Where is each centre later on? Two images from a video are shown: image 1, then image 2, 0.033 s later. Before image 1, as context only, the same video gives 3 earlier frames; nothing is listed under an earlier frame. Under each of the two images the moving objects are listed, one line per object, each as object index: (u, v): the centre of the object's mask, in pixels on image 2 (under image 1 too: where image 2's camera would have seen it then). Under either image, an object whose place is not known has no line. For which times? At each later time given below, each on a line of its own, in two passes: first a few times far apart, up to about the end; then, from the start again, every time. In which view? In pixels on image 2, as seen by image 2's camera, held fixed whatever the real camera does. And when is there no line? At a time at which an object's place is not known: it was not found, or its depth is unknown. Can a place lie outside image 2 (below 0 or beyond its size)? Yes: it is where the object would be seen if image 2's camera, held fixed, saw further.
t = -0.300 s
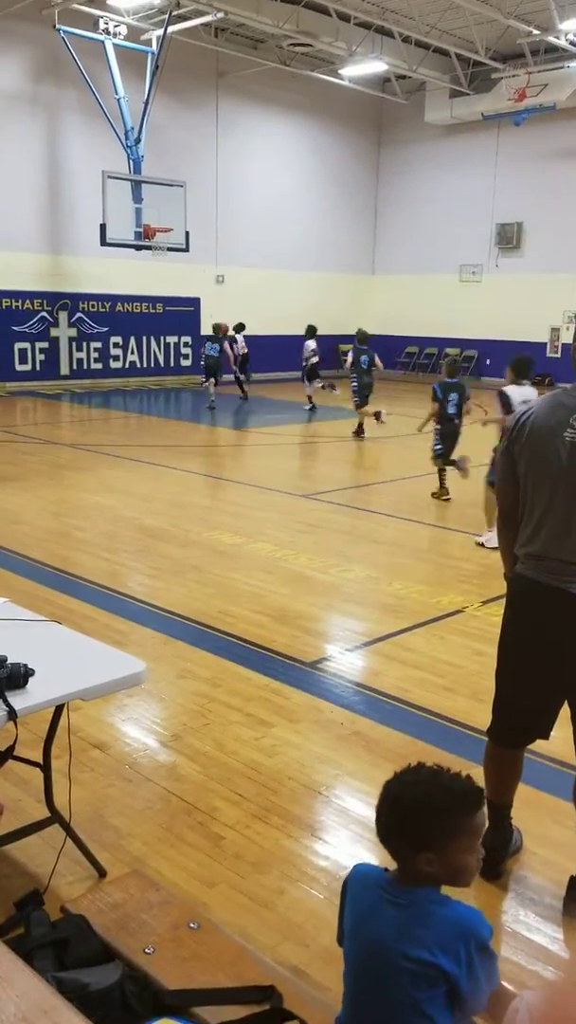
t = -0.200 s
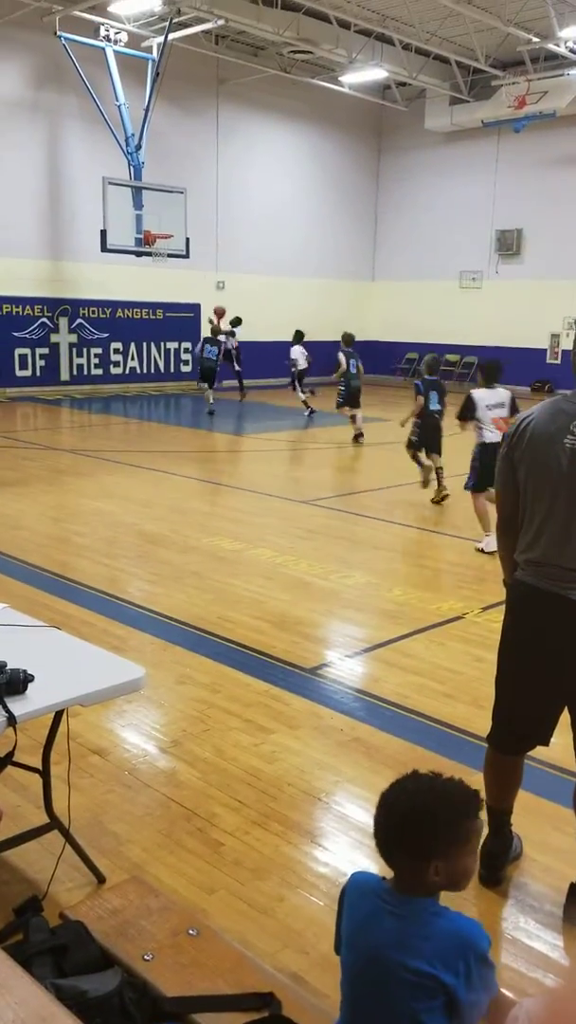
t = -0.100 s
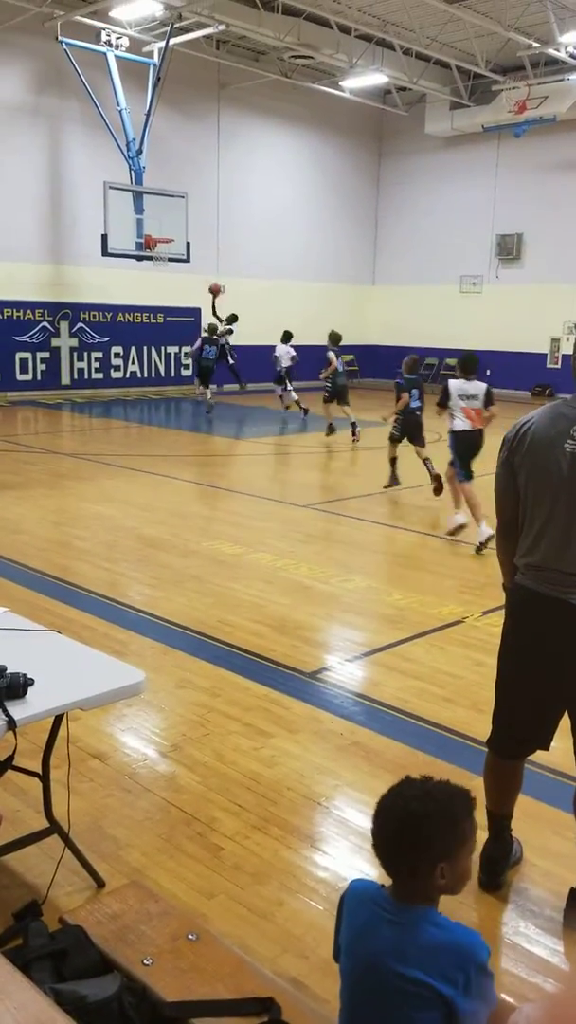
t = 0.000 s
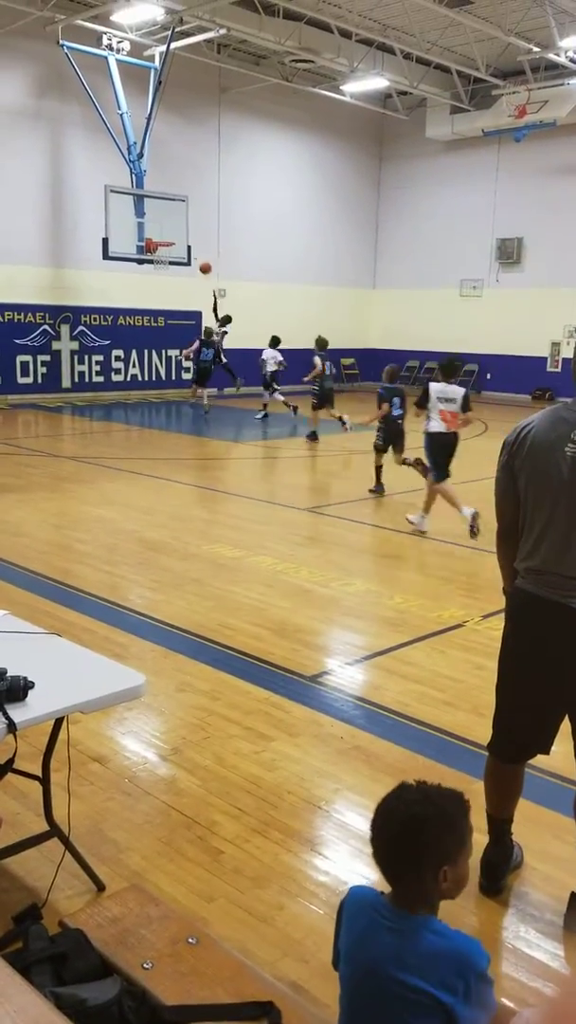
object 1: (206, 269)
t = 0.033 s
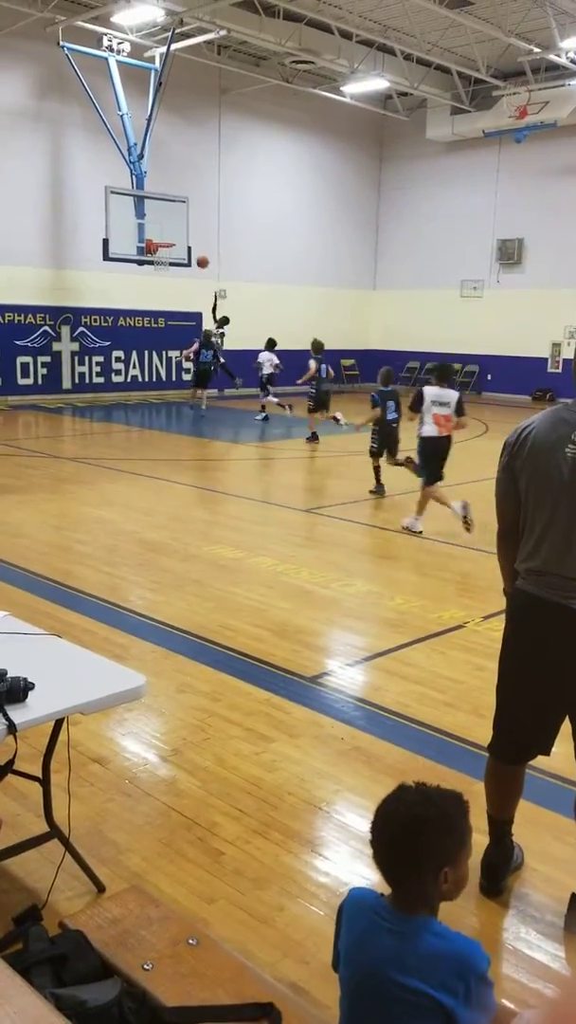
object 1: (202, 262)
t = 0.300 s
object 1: (176, 227)
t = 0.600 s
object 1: (167, 234)
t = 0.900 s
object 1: (164, 277)
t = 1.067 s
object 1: (161, 313)
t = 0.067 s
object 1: (199, 255)
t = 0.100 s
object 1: (196, 249)
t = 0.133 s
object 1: (193, 244)
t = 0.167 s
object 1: (189, 239)
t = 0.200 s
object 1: (186, 236)
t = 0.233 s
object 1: (182, 232)
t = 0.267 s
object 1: (179, 229)
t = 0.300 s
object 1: (176, 227)
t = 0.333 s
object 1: (172, 226)
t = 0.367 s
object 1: (169, 224)
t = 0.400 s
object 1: (168, 224)
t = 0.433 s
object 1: (168, 224)
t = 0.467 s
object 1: (168, 225)
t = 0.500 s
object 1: (168, 226)
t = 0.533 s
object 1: (167, 228)
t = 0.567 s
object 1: (167, 231)
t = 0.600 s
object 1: (167, 234)
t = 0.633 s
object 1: (167, 238)
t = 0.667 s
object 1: (167, 243)
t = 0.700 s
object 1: (166, 248)
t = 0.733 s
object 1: (165, 254)
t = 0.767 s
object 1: (165, 259)
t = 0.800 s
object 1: (165, 264)
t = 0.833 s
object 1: (165, 267)
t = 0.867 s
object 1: (164, 272)
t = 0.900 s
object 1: (164, 277)
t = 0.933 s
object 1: (163, 283)
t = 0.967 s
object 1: (163, 290)
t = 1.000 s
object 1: (162, 297)
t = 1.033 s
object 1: (162, 305)
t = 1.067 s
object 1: (161, 313)
